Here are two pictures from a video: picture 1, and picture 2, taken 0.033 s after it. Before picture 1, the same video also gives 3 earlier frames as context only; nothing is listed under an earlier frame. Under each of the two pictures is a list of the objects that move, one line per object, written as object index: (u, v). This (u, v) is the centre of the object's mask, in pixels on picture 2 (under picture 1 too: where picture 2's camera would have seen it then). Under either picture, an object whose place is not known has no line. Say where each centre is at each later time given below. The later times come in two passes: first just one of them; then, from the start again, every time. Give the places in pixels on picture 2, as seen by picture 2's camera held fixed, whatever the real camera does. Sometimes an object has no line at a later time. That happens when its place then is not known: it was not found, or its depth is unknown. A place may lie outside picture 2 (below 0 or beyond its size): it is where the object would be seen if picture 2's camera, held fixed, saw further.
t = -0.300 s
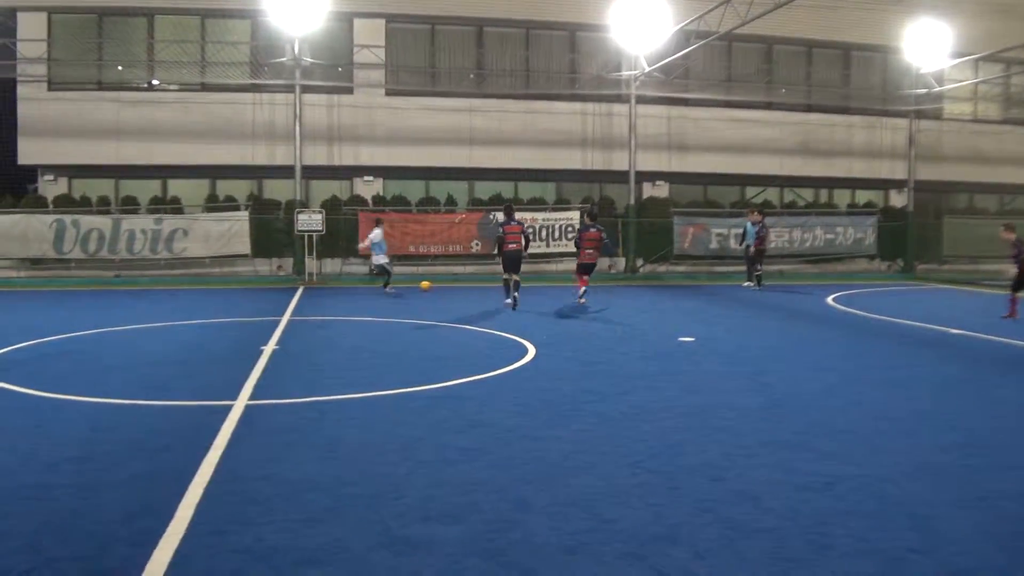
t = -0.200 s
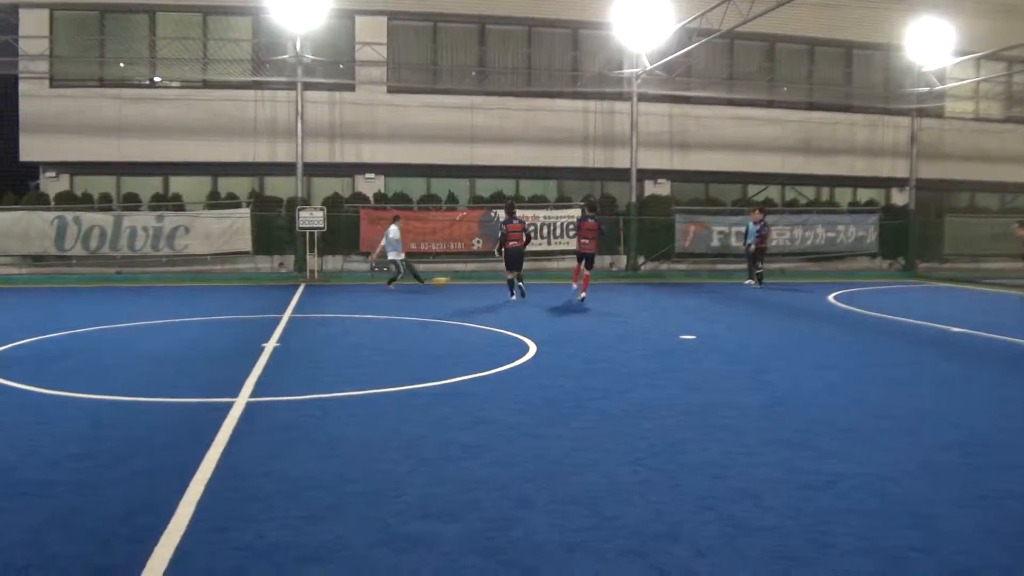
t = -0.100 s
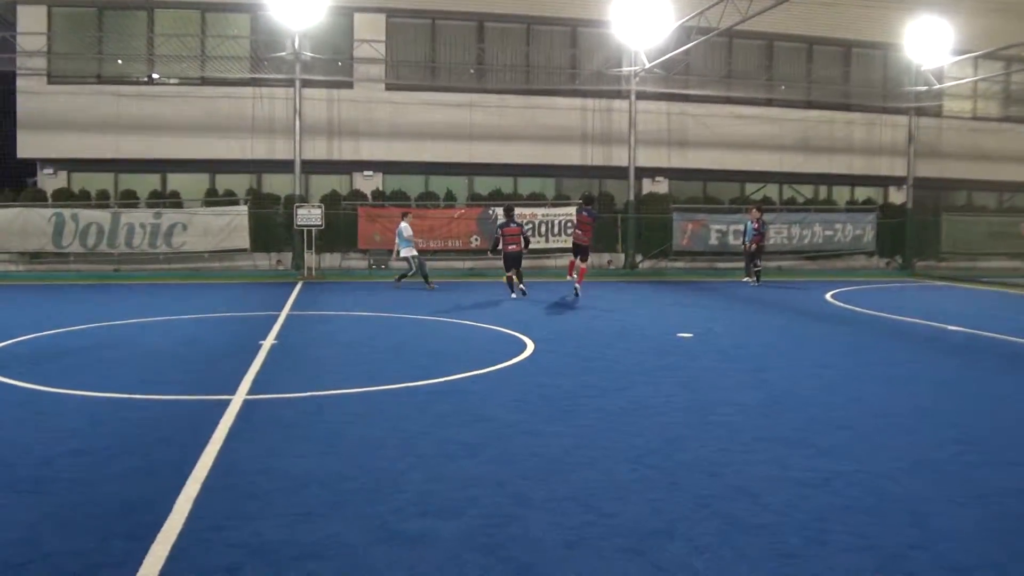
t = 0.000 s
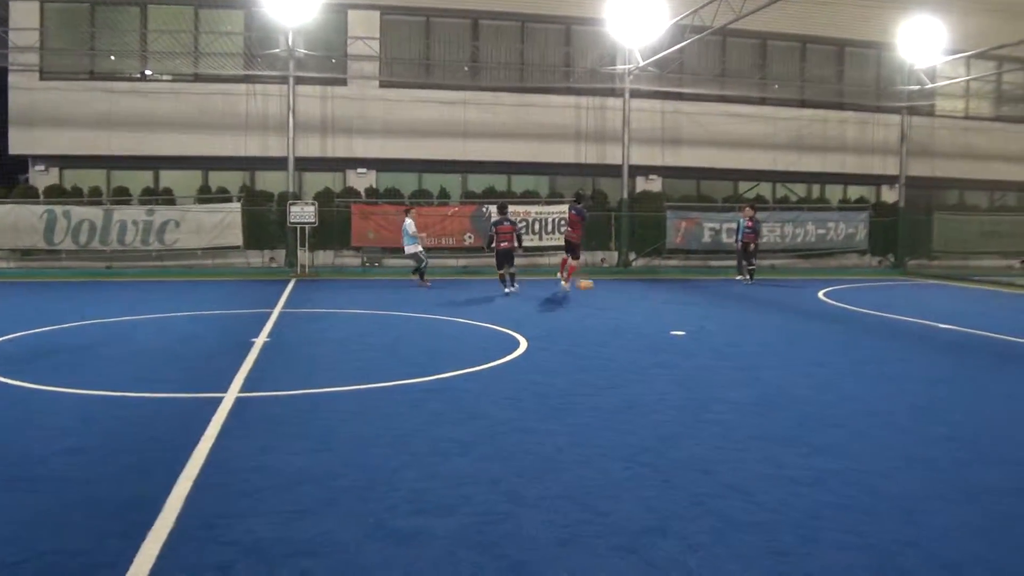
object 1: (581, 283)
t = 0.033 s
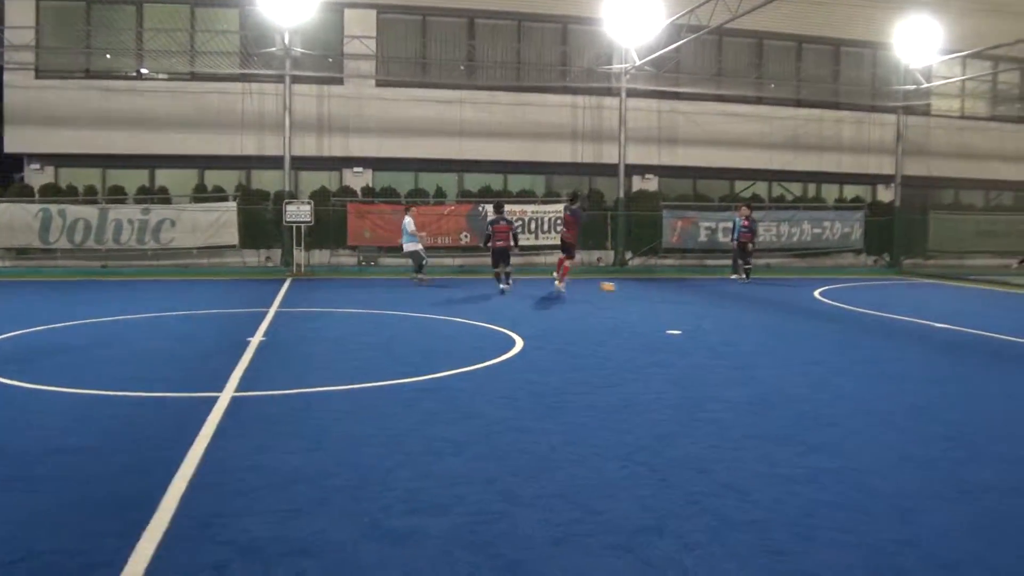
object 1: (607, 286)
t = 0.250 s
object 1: (795, 307)
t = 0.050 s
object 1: (624, 290)
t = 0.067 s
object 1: (637, 292)
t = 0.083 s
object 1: (652, 295)
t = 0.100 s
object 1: (668, 298)
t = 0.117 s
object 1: (681, 300)
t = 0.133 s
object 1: (694, 300)
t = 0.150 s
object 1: (709, 300)
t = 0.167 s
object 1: (723, 301)
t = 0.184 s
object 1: (736, 302)
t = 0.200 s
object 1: (751, 303)
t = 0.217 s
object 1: (765, 304)
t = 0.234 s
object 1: (780, 305)
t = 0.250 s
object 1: (795, 307)
